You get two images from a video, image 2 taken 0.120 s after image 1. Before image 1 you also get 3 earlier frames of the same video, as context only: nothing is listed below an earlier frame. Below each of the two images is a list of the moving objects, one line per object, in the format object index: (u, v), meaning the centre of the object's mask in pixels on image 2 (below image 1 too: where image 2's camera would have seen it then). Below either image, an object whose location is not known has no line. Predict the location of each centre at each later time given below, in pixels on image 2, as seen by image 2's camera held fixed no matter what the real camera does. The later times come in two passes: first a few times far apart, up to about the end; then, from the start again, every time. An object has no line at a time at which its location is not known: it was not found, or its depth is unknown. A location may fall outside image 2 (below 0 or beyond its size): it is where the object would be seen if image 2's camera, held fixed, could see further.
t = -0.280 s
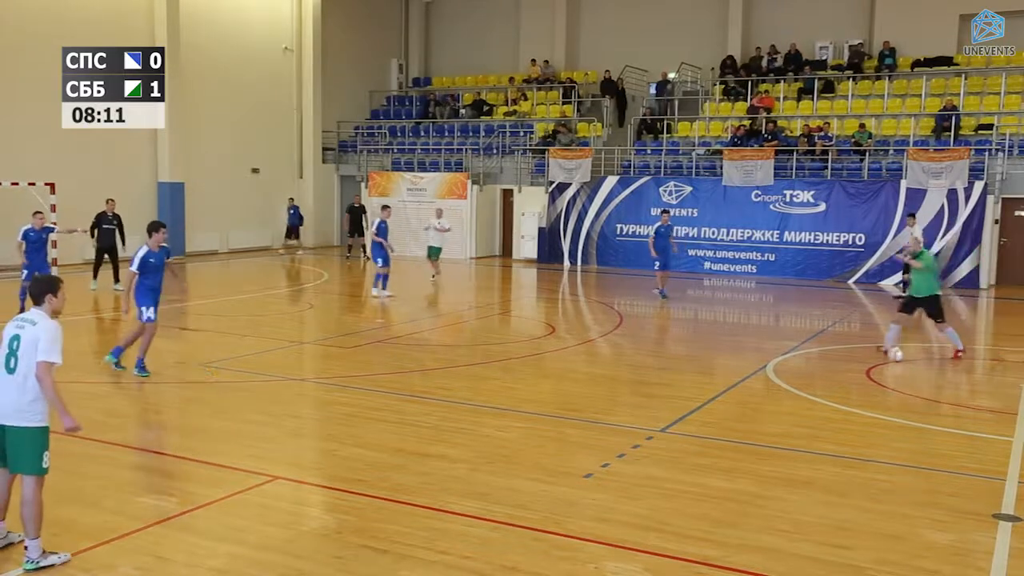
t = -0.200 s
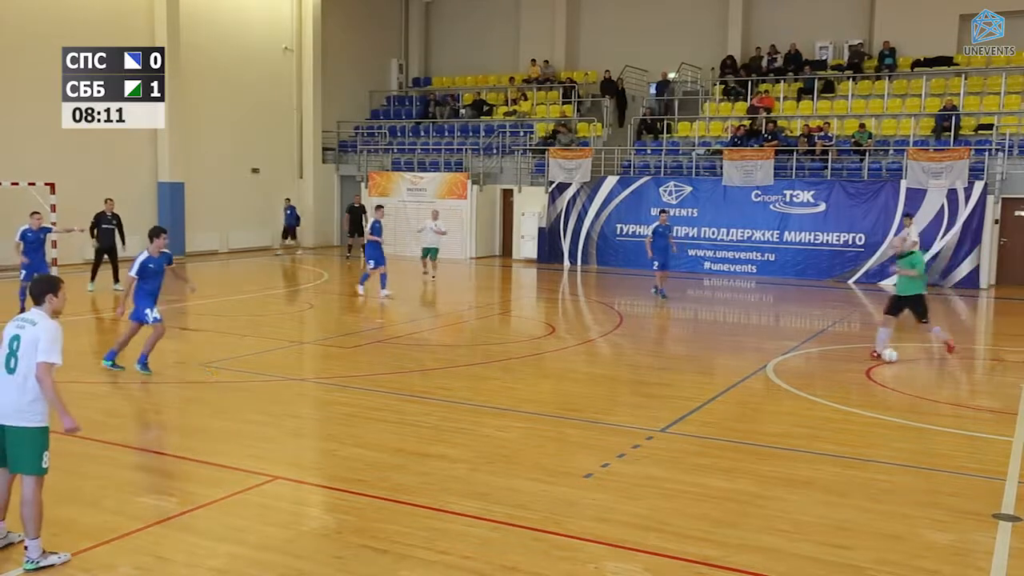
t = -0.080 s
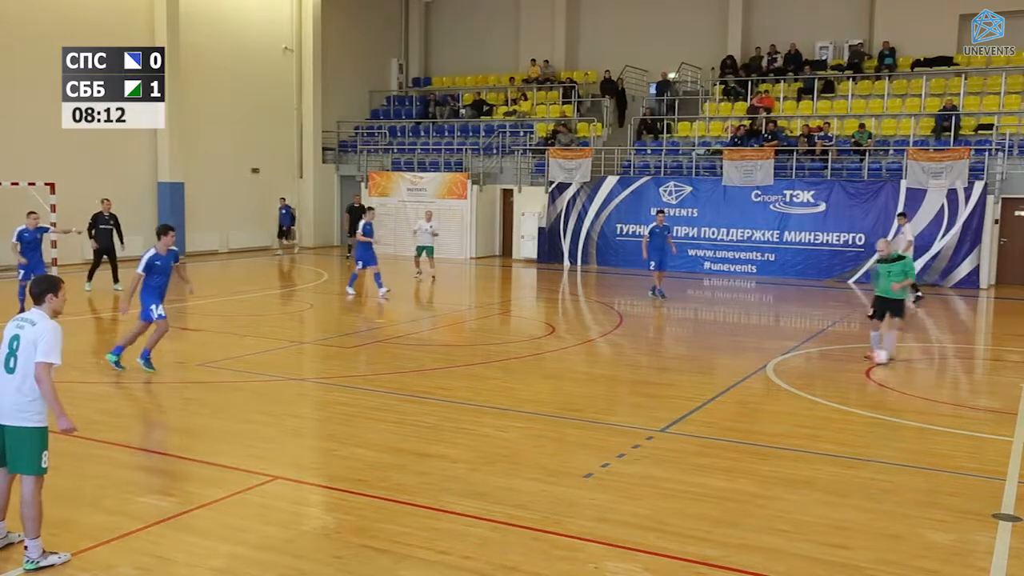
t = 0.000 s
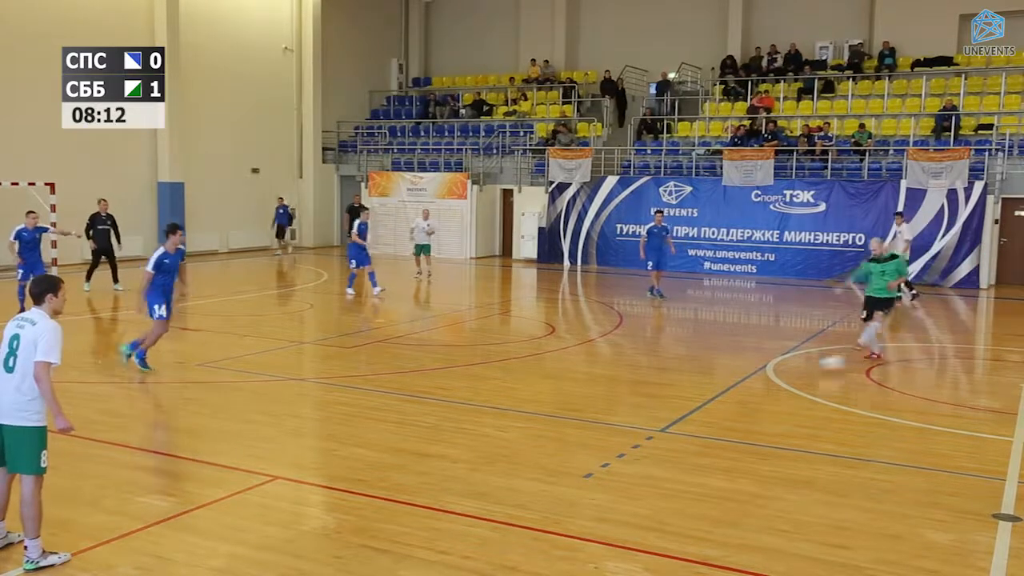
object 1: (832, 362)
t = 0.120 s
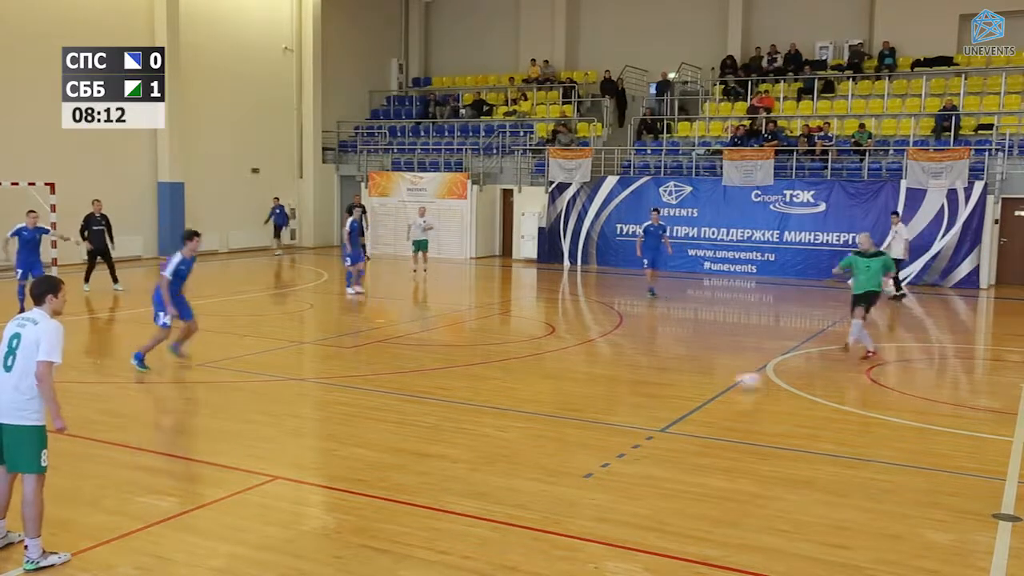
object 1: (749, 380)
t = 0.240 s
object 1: (653, 400)
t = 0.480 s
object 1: (432, 443)
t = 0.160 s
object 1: (718, 385)
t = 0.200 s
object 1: (687, 392)
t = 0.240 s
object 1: (653, 400)
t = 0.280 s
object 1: (621, 405)
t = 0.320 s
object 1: (587, 411)
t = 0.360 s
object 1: (550, 420)
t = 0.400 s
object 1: (512, 428)
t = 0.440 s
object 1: (474, 435)
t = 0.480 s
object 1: (432, 443)
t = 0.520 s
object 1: (391, 450)
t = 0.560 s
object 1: (348, 459)
